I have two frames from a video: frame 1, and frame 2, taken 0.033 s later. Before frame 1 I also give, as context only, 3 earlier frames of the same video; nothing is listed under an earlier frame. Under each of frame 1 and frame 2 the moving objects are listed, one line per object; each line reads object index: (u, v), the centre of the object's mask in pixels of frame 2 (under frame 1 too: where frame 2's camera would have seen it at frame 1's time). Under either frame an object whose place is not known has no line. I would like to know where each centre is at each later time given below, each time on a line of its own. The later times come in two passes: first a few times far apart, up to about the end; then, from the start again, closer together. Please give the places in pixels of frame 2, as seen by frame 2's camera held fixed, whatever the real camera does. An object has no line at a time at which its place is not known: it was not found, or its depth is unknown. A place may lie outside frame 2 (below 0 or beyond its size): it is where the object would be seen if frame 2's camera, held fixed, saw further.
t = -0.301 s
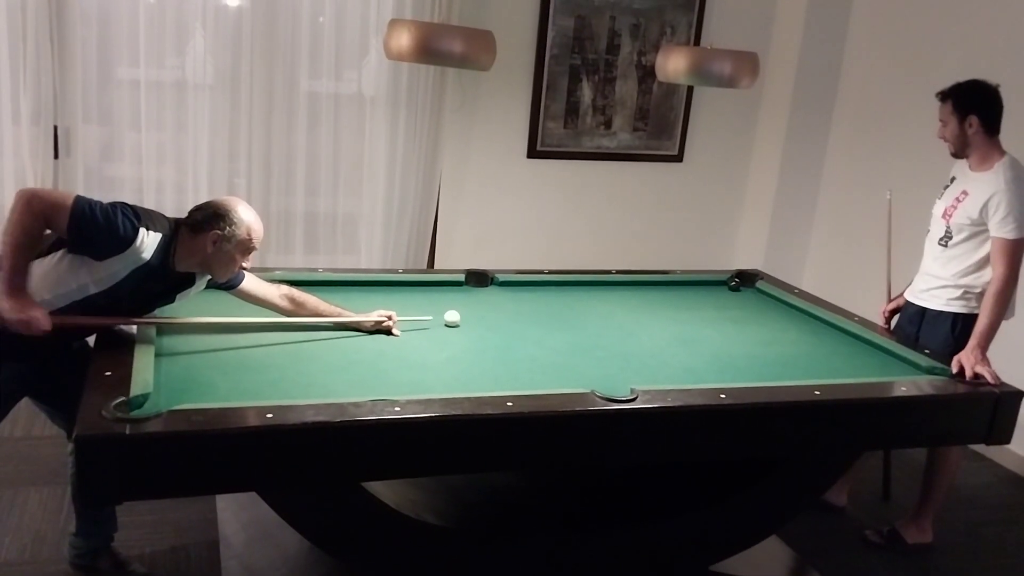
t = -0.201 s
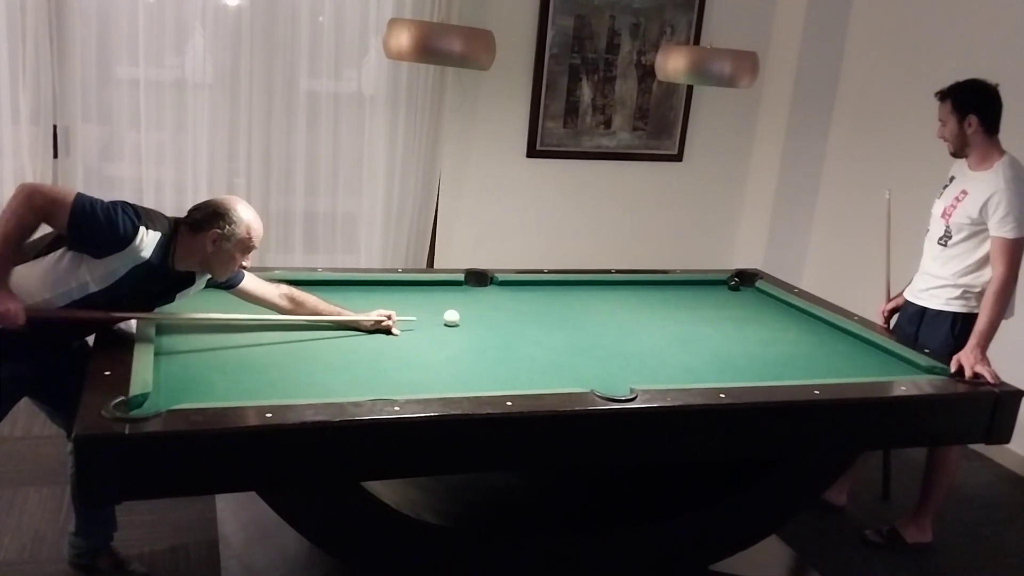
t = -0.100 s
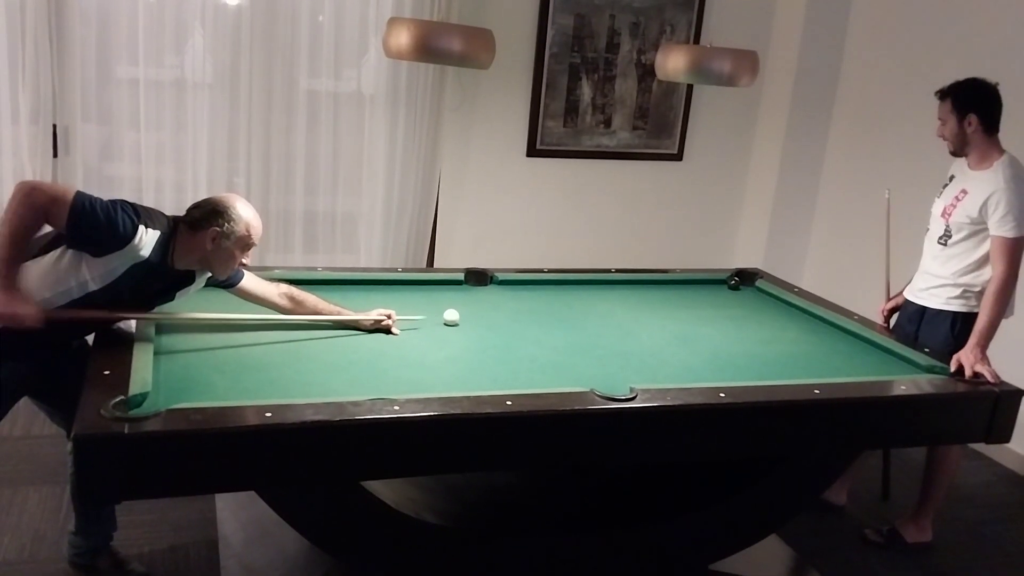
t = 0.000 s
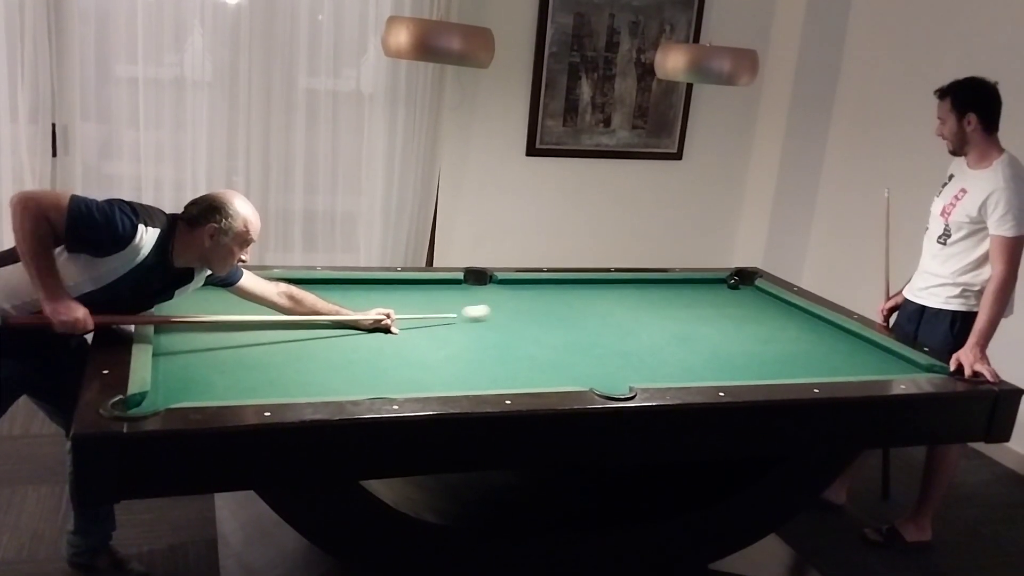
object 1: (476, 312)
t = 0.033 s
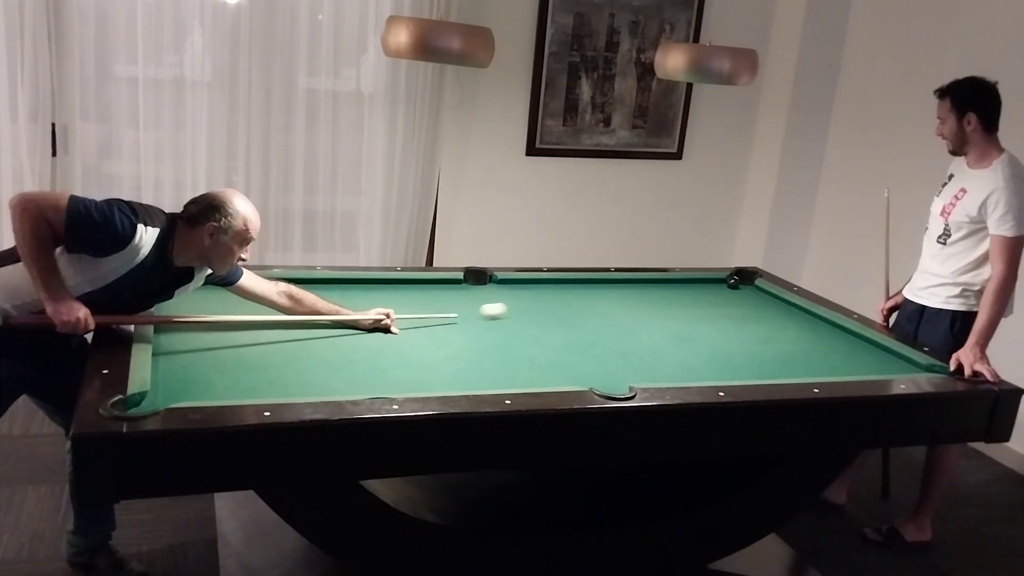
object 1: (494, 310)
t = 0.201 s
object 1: (566, 302)
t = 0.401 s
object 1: (634, 294)
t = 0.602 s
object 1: (695, 288)
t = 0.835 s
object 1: (741, 287)
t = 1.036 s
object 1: (752, 289)
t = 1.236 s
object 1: (742, 291)
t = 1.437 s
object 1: (733, 293)
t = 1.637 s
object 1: (724, 295)
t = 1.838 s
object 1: (716, 297)
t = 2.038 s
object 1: (709, 299)
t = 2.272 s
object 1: (702, 301)
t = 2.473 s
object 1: (695, 302)
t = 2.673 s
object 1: (689, 303)
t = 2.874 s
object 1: (684, 303)
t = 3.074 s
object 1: (680, 304)
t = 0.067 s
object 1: (510, 308)
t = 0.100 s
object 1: (525, 307)
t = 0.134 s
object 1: (539, 305)
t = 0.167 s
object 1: (553, 304)
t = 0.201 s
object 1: (566, 302)
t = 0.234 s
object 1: (578, 301)
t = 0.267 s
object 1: (590, 300)
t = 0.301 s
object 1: (601, 299)
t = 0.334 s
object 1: (612, 297)
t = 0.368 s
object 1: (623, 295)
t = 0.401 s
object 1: (634, 294)
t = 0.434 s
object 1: (645, 293)
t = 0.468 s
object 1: (655, 292)
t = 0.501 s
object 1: (665, 291)
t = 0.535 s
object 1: (676, 290)
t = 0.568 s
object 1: (685, 289)
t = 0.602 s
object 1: (695, 288)
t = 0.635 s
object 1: (704, 287)
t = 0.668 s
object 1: (714, 286)
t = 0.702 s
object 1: (723, 285)
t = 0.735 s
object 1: (729, 285)
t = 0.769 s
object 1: (733, 286)
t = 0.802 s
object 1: (737, 286)
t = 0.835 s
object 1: (741, 287)
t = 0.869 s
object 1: (746, 287)
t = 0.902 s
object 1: (750, 287)
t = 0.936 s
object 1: (755, 288)
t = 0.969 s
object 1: (756, 288)
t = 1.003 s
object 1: (754, 288)
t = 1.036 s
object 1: (752, 289)
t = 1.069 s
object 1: (751, 289)
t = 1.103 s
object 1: (749, 290)
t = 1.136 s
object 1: (747, 290)
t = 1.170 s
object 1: (745, 291)
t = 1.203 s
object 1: (744, 291)
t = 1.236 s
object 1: (742, 291)
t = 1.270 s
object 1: (741, 292)
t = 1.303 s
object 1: (739, 292)
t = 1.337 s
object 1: (737, 292)
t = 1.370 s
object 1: (736, 293)
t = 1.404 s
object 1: (734, 293)
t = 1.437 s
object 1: (733, 293)
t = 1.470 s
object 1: (731, 294)
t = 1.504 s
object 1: (730, 294)
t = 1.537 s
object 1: (729, 294)
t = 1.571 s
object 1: (727, 295)
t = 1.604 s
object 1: (726, 295)
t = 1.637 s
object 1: (724, 295)
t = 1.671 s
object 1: (723, 296)
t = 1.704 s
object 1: (722, 296)
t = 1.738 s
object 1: (720, 296)
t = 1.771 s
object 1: (719, 297)
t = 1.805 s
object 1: (718, 297)
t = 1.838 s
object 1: (716, 297)
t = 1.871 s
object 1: (715, 298)
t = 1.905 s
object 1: (714, 298)
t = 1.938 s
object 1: (712, 298)
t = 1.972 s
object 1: (711, 298)
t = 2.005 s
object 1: (710, 299)
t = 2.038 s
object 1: (709, 299)
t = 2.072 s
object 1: (708, 299)
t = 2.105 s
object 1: (707, 300)
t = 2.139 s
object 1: (706, 300)
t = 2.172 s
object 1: (704, 300)
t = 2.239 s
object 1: (703, 300)
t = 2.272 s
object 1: (702, 301)
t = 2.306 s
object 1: (701, 301)
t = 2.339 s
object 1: (700, 301)
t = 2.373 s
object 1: (699, 301)
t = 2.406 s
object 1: (697, 301)
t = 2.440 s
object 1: (696, 302)
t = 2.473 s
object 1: (695, 302)
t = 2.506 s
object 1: (694, 302)
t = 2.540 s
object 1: (693, 302)
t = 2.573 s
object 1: (692, 302)
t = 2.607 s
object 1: (691, 302)
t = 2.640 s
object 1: (690, 302)
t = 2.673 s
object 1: (689, 303)
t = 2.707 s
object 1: (688, 303)
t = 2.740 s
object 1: (687, 303)
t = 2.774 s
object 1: (687, 303)
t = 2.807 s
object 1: (686, 303)
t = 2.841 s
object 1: (685, 303)
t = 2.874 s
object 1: (684, 303)
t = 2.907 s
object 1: (684, 304)
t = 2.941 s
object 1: (683, 304)
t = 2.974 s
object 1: (682, 304)
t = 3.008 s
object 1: (681, 304)
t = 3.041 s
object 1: (681, 304)
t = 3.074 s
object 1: (680, 304)
